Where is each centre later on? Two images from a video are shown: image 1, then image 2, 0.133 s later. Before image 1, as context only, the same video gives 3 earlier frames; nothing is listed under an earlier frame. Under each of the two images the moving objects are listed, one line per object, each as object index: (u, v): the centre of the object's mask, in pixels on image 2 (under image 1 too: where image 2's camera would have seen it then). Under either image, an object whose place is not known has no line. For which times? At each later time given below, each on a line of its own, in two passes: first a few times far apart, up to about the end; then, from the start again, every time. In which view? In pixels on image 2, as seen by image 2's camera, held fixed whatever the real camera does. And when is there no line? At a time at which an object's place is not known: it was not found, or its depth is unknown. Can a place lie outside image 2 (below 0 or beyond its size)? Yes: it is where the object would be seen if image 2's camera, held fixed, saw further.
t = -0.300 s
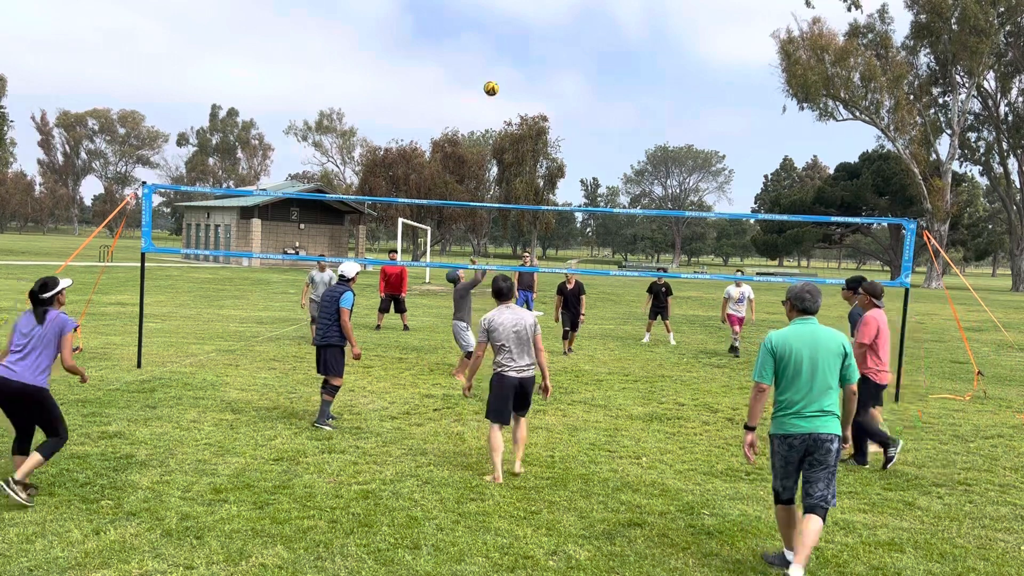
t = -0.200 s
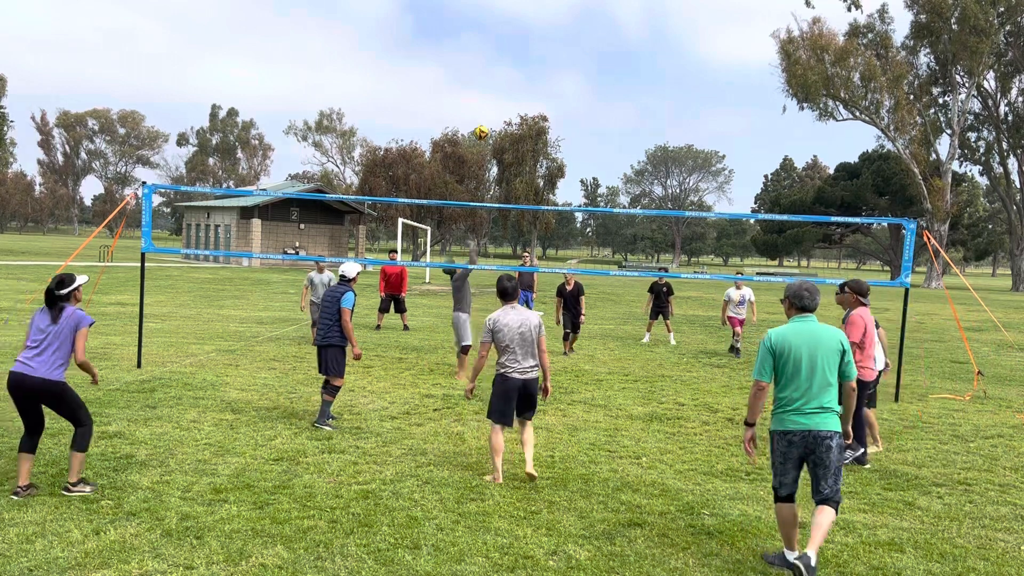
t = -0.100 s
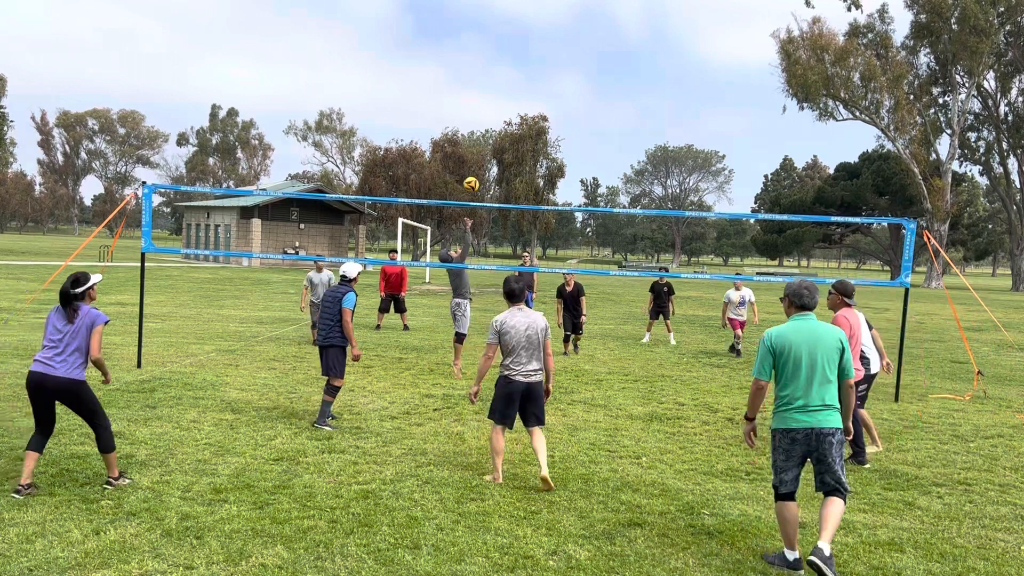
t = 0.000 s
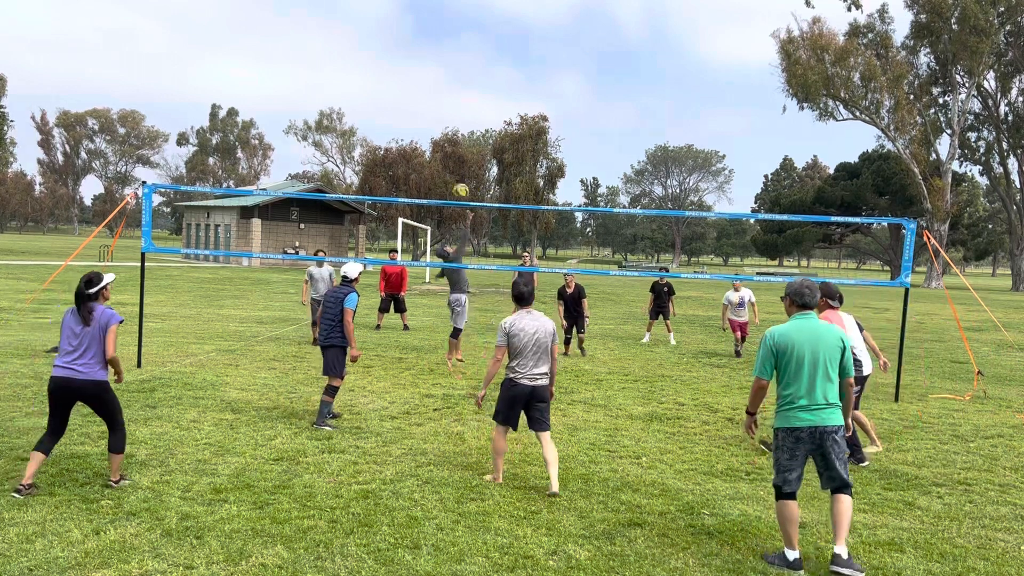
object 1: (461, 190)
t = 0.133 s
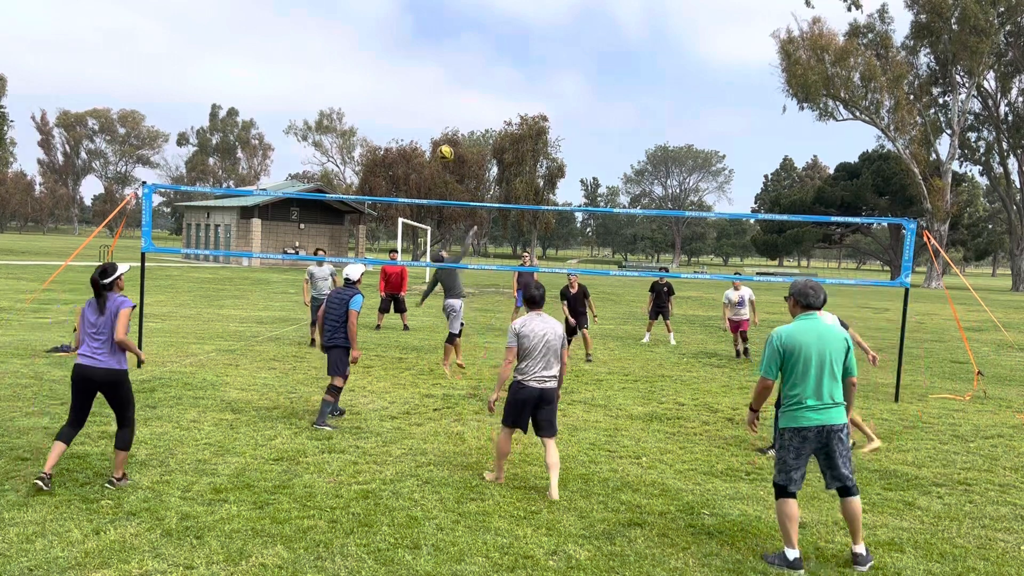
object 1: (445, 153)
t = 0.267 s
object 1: (427, 127)
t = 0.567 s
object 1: (379, 120)
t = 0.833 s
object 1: (325, 198)
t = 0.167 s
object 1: (440, 146)
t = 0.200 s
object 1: (436, 139)
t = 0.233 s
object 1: (432, 132)
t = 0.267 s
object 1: (427, 127)
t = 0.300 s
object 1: (423, 122)
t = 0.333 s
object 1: (418, 118)
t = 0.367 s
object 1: (413, 115)
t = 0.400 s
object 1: (407, 113)
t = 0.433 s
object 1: (402, 112)
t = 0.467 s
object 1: (396, 113)
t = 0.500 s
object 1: (391, 114)
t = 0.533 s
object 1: (385, 116)
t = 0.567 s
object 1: (379, 120)
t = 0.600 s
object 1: (373, 125)
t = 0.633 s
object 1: (366, 131)
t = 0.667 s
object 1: (360, 138)
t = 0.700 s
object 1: (353, 147)
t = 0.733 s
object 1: (347, 158)
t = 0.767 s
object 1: (340, 170)
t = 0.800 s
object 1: (333, 182)
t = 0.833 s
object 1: (325, 198)
